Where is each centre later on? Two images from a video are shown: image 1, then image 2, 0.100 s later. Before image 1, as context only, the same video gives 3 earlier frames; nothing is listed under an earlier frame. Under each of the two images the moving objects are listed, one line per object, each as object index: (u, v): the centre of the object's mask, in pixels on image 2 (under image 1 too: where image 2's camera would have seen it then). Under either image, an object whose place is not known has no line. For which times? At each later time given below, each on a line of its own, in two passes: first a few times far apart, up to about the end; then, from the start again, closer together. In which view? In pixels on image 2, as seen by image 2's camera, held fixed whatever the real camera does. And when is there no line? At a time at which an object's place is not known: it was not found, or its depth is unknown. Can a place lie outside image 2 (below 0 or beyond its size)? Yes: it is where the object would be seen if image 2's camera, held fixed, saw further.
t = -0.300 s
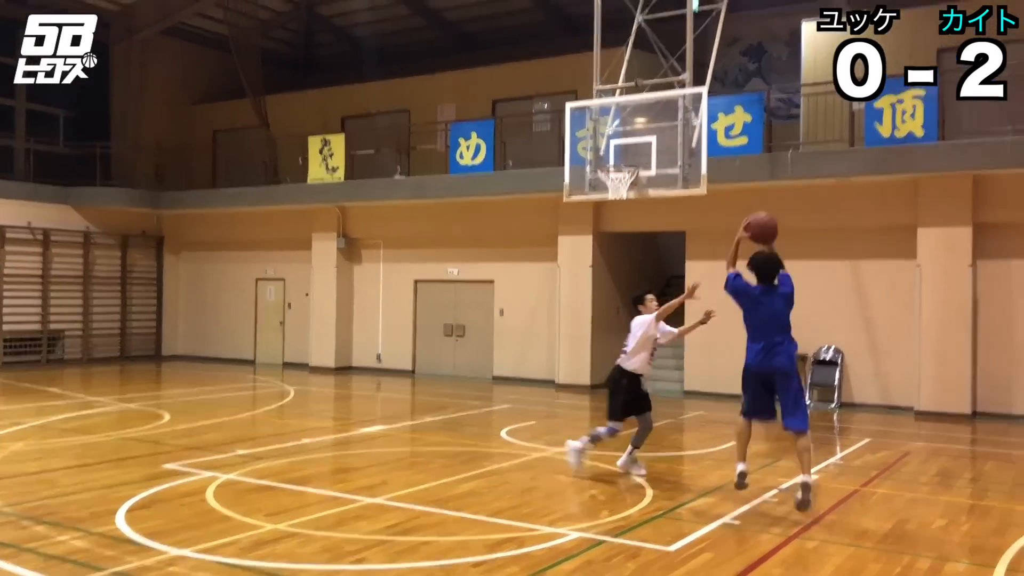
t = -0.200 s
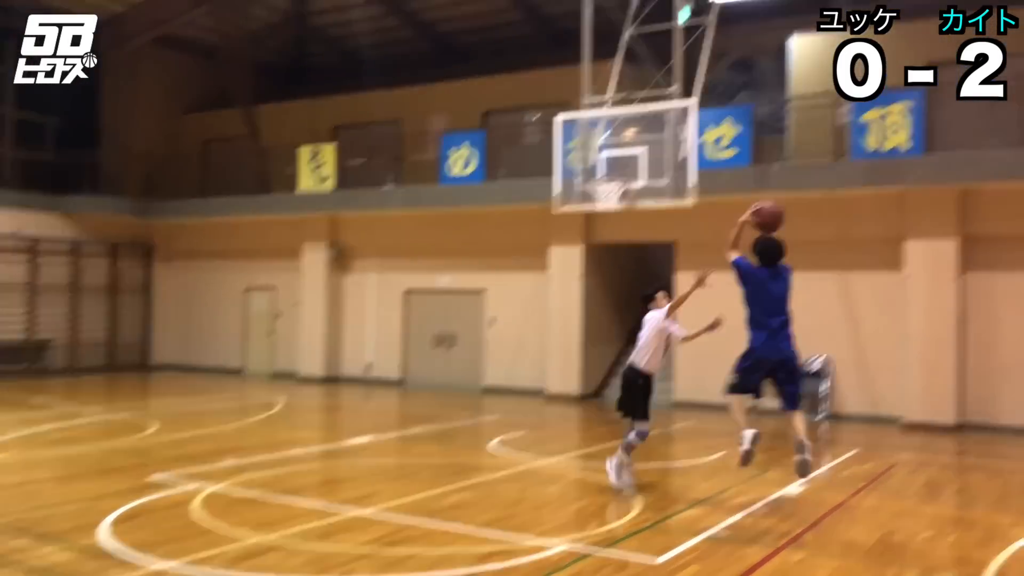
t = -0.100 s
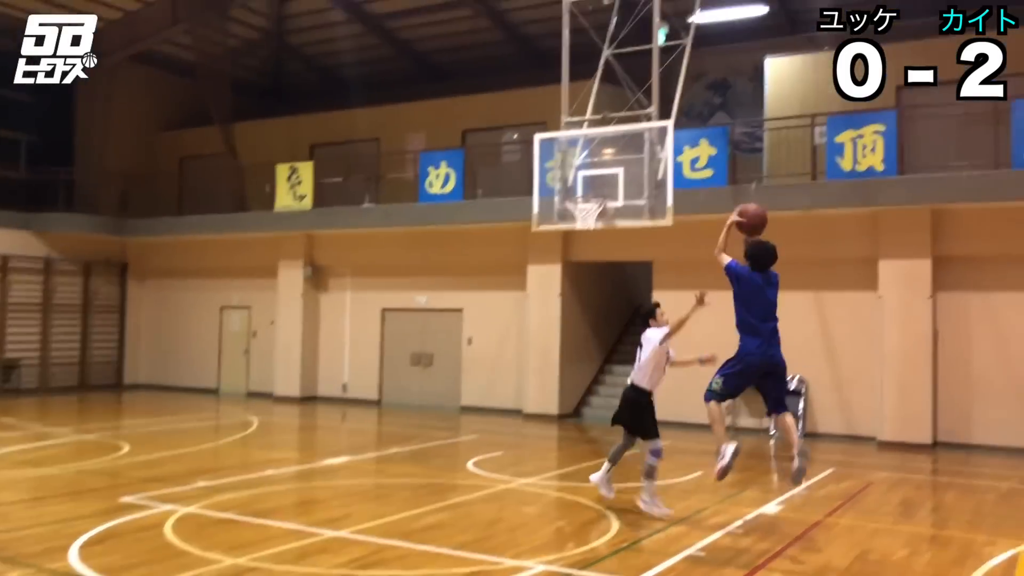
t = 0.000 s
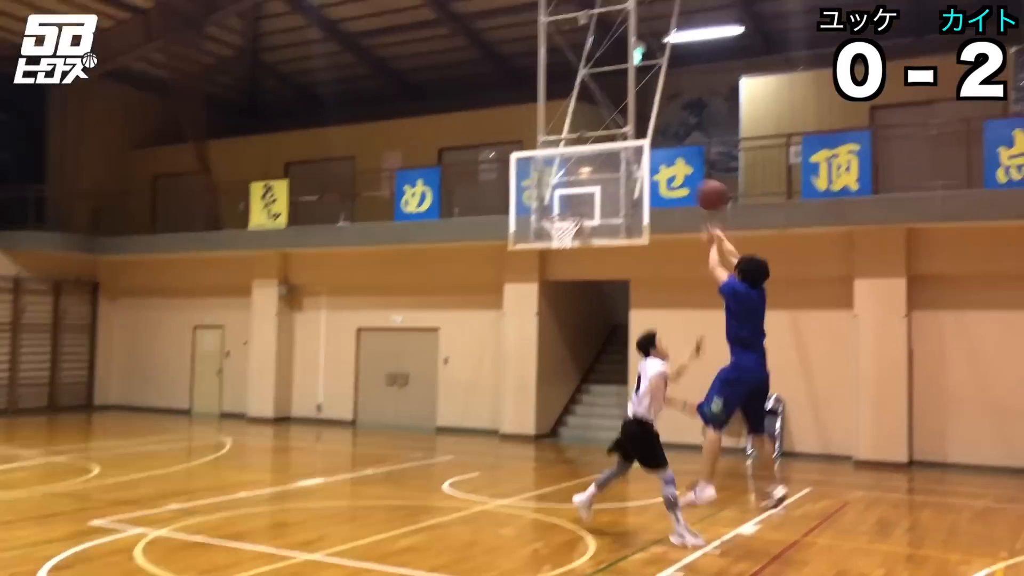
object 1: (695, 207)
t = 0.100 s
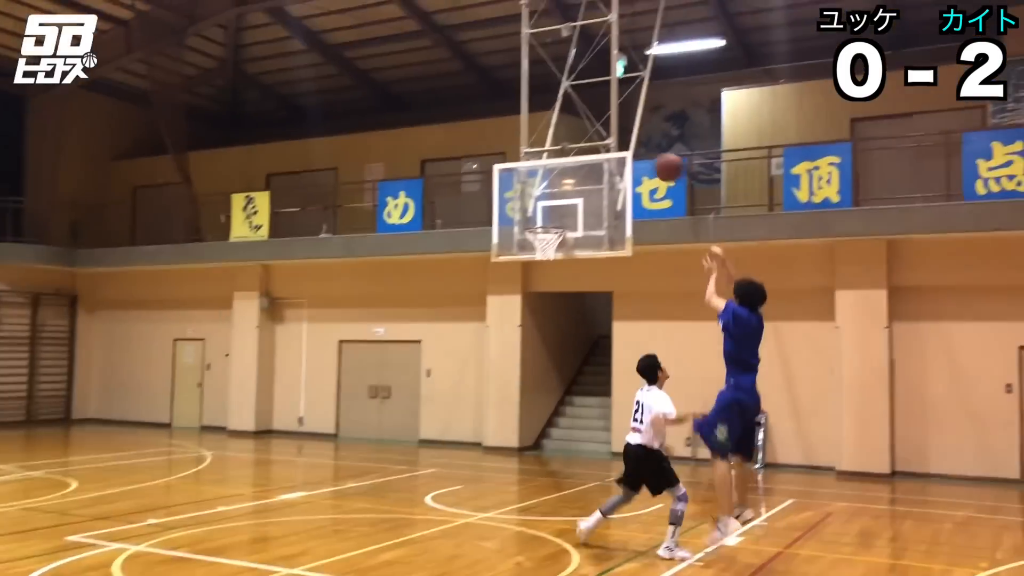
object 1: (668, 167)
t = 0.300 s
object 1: (627, 133)
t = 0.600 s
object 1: (581, 159)
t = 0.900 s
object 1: (552, 210)
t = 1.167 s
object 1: (527, 203)
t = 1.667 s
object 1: (451, 330)
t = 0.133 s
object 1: (661, 157)
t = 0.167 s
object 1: (653, 149)
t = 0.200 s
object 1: (648, 144)
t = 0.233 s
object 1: (641, 140)
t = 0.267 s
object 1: (633, 135)
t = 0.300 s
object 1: (627, 133)
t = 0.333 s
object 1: (621, 132)
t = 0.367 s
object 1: (617, 132)
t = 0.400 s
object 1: (611, 133)
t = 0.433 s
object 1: (606, 135)
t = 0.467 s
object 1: (599, 138)
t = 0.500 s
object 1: (595, 142)
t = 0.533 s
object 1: (591, 147)
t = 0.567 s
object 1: (585, 153)
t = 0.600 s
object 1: (581, 159)
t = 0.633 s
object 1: (576, 167)
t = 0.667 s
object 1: (571, 176)
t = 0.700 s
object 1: (567, 184)
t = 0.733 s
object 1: (563, 194)
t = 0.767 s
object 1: (559, 205)
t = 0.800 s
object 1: (556, 215)
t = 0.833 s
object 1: (554, 216)
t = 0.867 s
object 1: (553, 213)
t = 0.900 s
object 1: (552, 210)
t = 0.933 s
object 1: (551, 209)
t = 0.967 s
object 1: (550, 207)
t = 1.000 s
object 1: (549, 207)
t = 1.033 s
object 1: (545, 205)
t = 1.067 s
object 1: (540, 203)
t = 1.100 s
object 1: (536, 201)
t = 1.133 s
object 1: (531, 202)
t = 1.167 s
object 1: (527, 203)
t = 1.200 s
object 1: (522, 204)
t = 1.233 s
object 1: (518, 207)
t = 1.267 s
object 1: (513, 211)
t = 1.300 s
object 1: (508, 216)
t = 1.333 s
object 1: (503, 221)
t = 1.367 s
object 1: (498, 227)
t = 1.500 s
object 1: (477, 264)
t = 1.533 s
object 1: (473, 274)
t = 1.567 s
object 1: (467, 286)
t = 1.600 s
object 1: (462, 299)
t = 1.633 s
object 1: (457, 314)
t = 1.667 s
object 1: (451, 330)
